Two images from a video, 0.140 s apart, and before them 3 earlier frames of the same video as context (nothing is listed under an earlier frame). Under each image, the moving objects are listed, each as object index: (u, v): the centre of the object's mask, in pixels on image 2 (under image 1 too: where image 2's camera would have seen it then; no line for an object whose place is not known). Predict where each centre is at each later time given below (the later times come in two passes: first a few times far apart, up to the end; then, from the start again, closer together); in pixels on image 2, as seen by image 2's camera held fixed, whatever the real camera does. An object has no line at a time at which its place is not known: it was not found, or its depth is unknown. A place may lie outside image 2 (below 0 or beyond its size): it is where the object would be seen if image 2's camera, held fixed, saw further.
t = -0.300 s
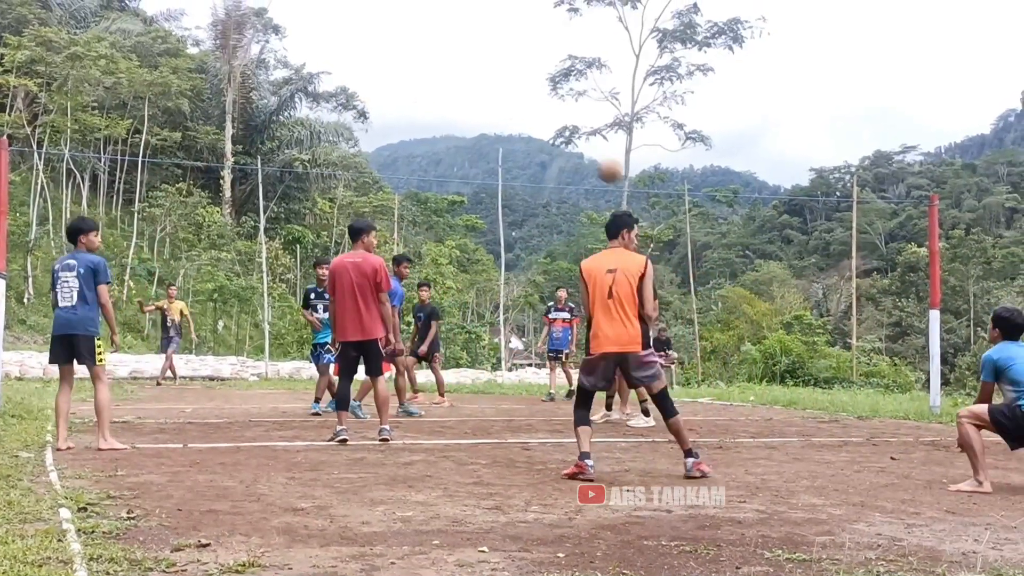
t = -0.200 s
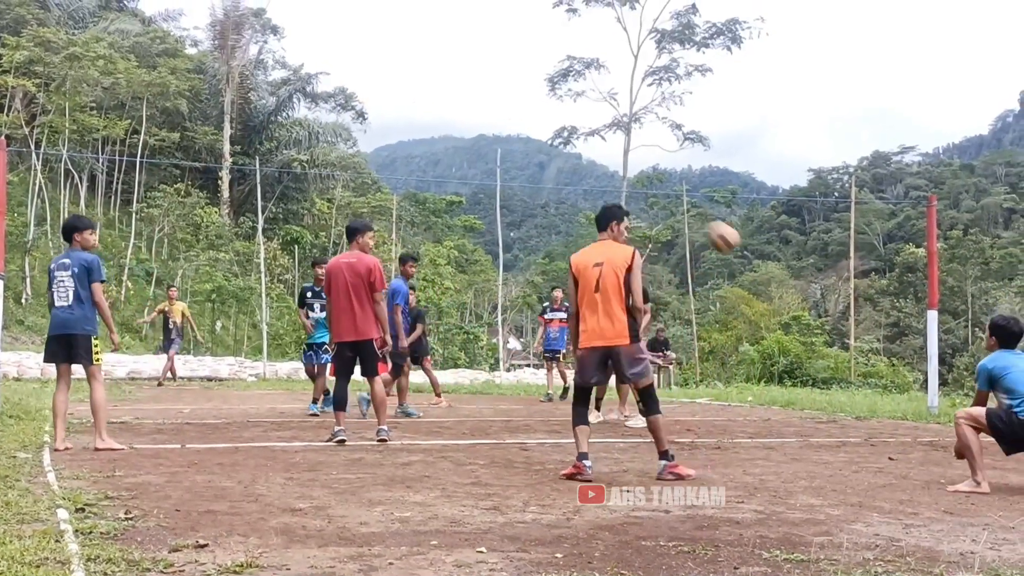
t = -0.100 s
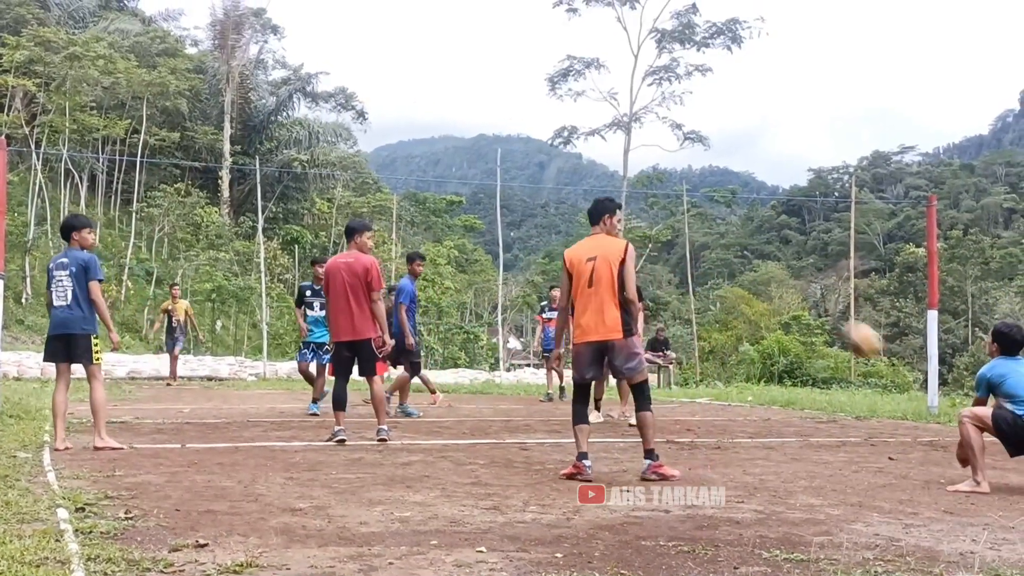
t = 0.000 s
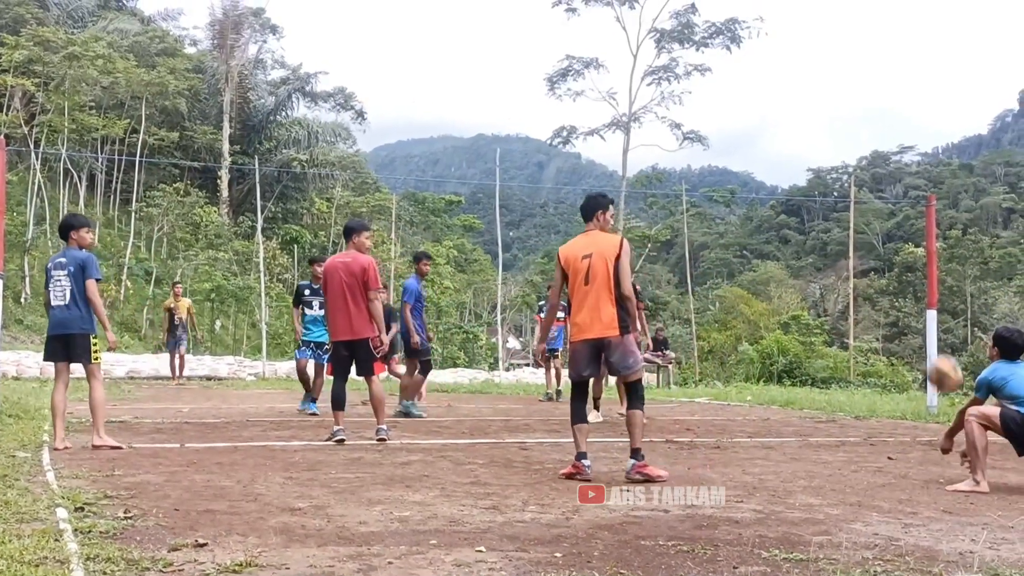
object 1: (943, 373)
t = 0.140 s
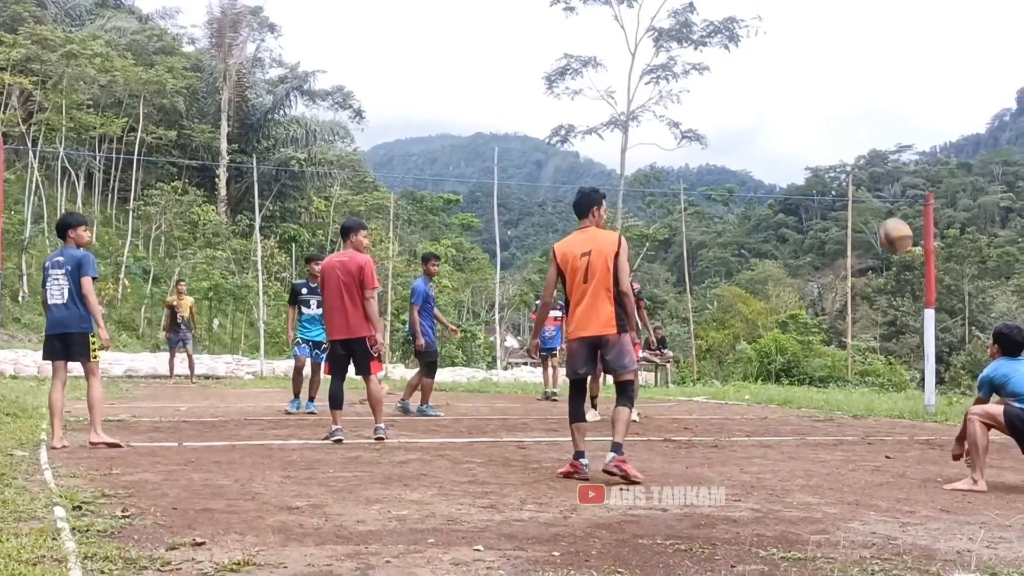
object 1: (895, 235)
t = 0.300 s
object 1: (847, 122)
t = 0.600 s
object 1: (780, 34)
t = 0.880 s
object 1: (728, 50)
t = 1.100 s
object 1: (694, 116)
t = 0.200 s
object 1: (877, 184)
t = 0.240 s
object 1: (867, 162)
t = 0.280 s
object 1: (852, 131)
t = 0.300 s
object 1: (847, 122)
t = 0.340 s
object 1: (839, 106)
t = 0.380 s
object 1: (827, 85)
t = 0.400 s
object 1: (823, 78)
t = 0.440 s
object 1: (815, 67)
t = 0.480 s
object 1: (804, 53)
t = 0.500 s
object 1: (801, 49)
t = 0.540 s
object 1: (793, 42)
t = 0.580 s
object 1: (783, 35)
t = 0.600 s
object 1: (780, 34)
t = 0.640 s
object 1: (773, 31)
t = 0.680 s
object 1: (763, 29)
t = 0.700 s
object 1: (760, 29)
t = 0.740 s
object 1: (754, 31)
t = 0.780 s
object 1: (746, 35)
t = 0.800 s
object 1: (743, 37)
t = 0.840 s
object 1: (737, 43)
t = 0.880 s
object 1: (728, 50)
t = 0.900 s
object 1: (725, 54)
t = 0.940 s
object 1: (720, 63)
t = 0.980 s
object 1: (712, 77)
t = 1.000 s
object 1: (709, 81)
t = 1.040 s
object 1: (704, 92)
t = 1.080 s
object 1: (696, 110)
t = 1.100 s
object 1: (694, 116)
